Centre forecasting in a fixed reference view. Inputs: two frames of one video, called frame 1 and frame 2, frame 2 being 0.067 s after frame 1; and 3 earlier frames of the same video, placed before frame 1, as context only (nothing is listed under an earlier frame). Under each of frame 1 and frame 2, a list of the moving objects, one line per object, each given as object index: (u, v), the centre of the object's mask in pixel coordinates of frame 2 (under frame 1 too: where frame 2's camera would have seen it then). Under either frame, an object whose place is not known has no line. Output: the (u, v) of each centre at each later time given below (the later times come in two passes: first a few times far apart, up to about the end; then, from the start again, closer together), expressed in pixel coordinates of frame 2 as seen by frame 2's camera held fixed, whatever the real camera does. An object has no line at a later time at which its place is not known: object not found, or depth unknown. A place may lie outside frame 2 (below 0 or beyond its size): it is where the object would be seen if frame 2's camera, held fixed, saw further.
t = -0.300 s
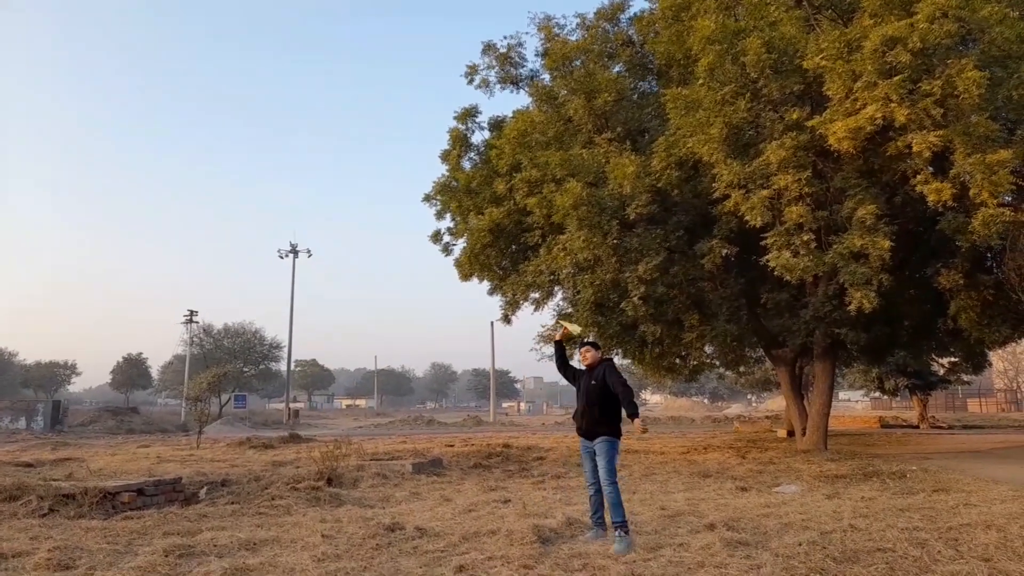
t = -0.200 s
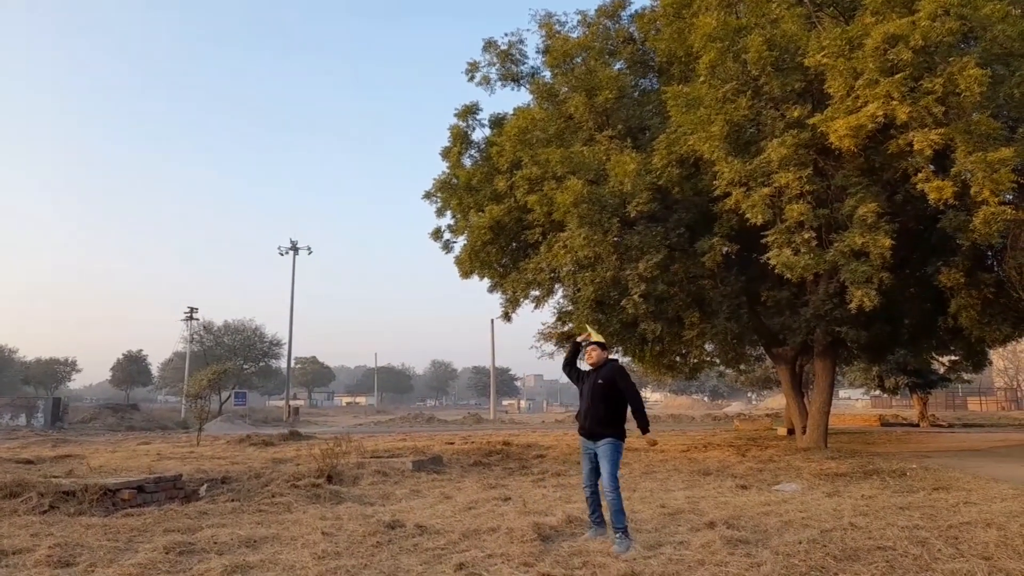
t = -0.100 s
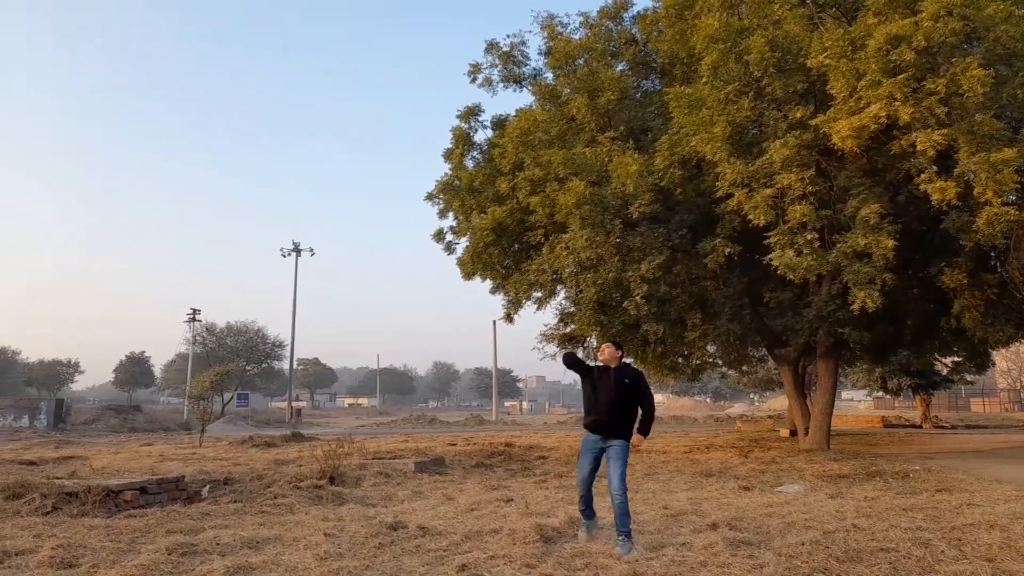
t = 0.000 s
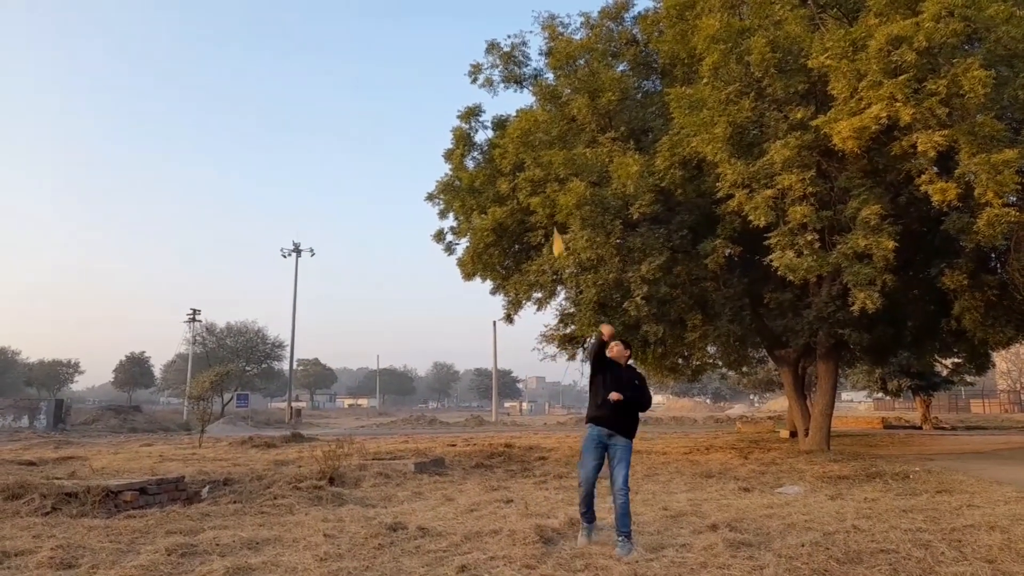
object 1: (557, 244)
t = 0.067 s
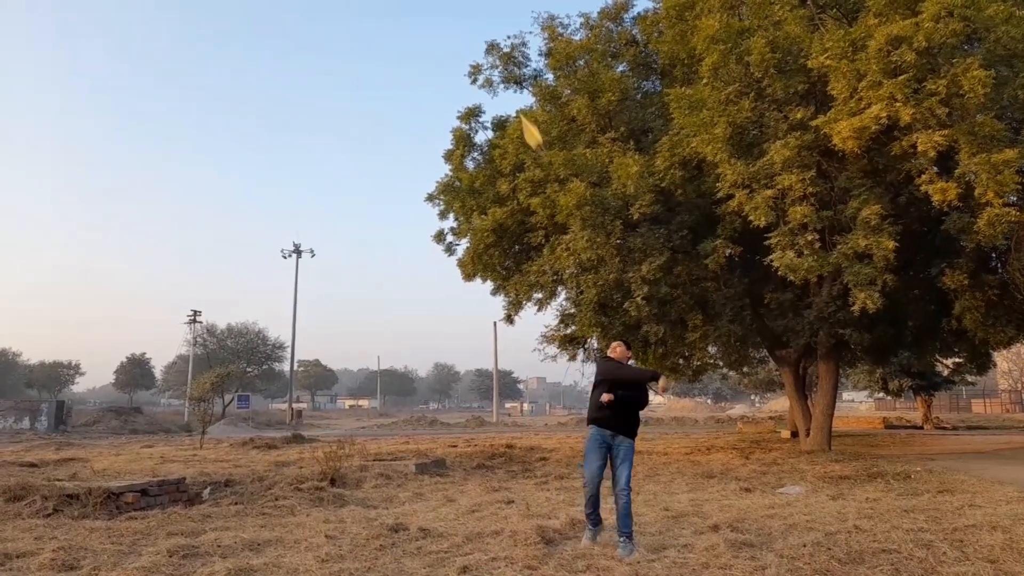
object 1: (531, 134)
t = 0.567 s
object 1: (159, 10)
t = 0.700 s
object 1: (196, 119)
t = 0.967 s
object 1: (338, 251)
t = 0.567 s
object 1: (159, 10)
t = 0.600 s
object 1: (161, 26)
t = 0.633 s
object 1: (168, 57)
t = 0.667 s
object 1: (180, 89)
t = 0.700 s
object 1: (196, 119)
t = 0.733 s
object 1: (204, 133)
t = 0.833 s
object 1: (256, 194)
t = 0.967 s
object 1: (338, 251)
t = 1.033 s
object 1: (383, 274)
